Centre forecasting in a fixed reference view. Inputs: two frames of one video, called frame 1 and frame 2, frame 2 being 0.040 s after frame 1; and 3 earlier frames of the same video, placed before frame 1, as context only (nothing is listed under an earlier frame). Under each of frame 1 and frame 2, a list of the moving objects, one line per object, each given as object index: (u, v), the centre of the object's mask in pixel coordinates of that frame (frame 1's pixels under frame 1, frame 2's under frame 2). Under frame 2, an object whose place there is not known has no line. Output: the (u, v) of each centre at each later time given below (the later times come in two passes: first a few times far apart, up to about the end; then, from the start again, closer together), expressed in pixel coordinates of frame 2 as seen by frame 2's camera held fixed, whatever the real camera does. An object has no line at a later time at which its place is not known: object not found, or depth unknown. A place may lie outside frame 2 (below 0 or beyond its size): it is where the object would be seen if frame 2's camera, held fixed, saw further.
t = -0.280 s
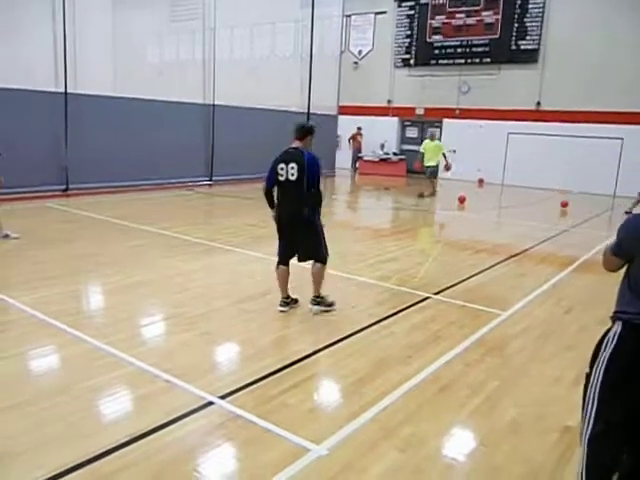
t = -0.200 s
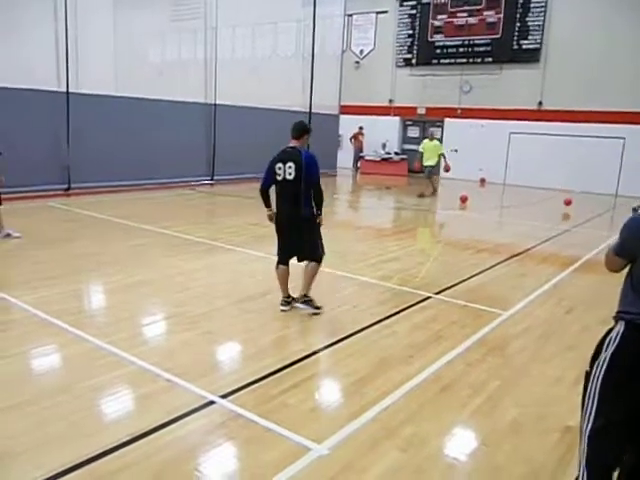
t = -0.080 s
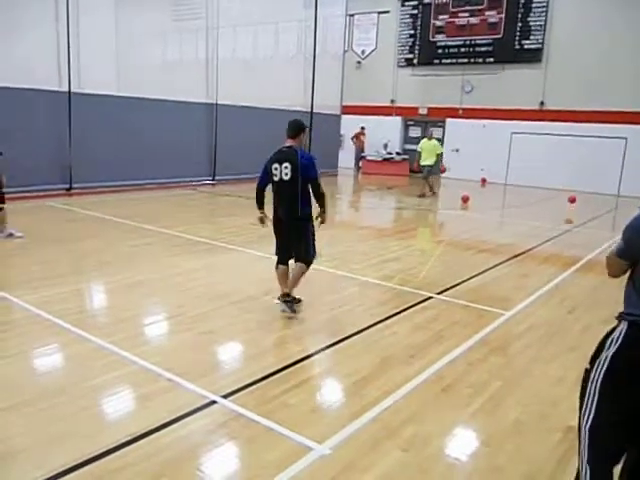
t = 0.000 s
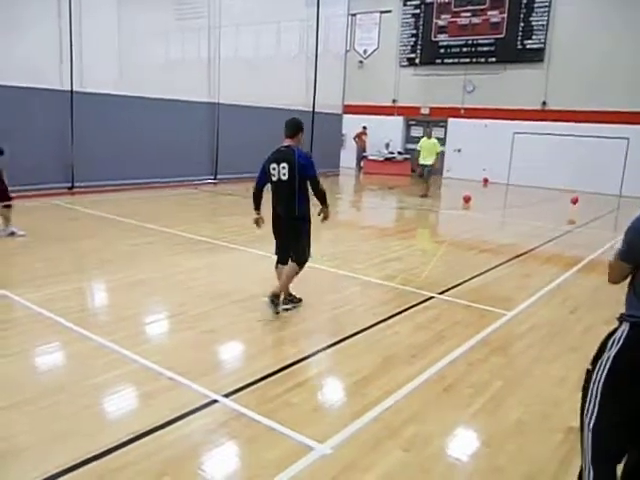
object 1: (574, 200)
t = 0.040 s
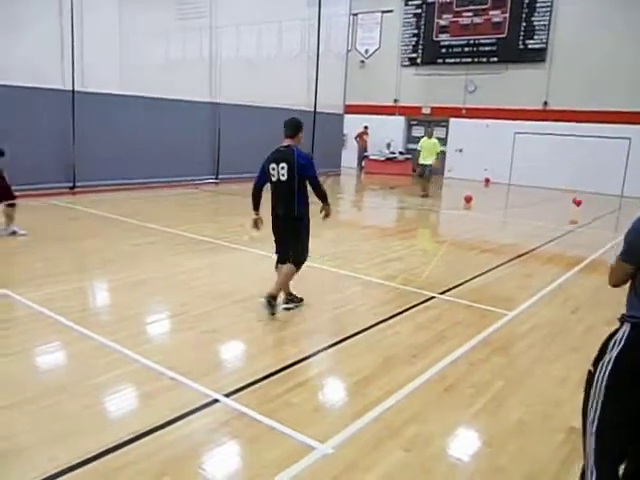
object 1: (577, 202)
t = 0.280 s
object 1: (581, 208)
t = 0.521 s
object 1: (584, 213)
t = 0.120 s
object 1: (578, 208)
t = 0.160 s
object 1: (578, 211)
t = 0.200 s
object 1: (579, 209)
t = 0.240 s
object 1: (580, 209)
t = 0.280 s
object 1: (581, 208)
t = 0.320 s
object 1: (581, 208)
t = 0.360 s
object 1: (581, 208)
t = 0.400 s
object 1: (582, 211)
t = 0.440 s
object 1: (583, 214)
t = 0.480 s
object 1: (583, 213)
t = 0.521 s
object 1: (584, 213)
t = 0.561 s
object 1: (584, 213)
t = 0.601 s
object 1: (585, 214)
